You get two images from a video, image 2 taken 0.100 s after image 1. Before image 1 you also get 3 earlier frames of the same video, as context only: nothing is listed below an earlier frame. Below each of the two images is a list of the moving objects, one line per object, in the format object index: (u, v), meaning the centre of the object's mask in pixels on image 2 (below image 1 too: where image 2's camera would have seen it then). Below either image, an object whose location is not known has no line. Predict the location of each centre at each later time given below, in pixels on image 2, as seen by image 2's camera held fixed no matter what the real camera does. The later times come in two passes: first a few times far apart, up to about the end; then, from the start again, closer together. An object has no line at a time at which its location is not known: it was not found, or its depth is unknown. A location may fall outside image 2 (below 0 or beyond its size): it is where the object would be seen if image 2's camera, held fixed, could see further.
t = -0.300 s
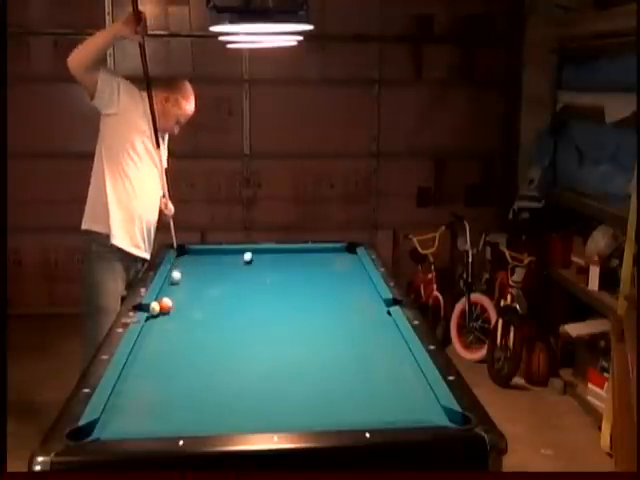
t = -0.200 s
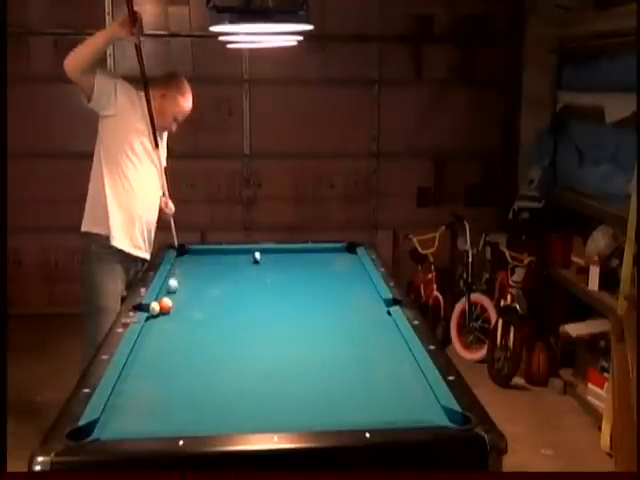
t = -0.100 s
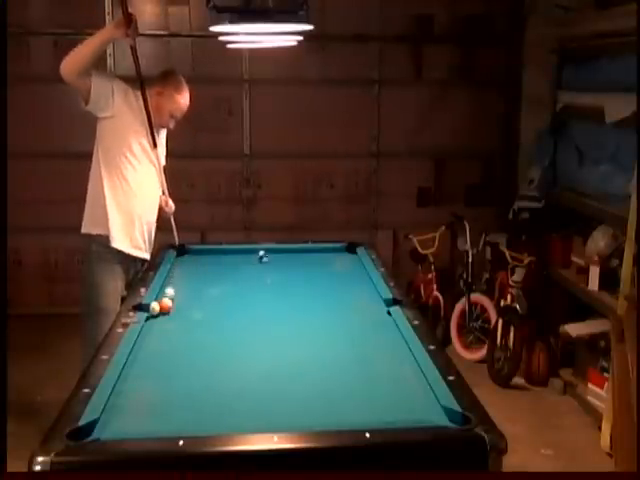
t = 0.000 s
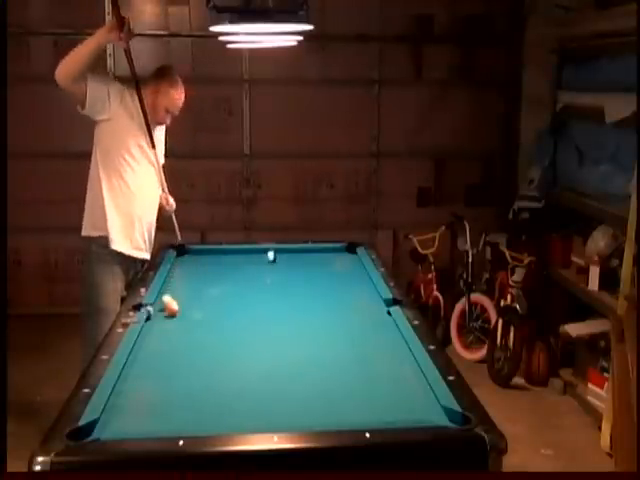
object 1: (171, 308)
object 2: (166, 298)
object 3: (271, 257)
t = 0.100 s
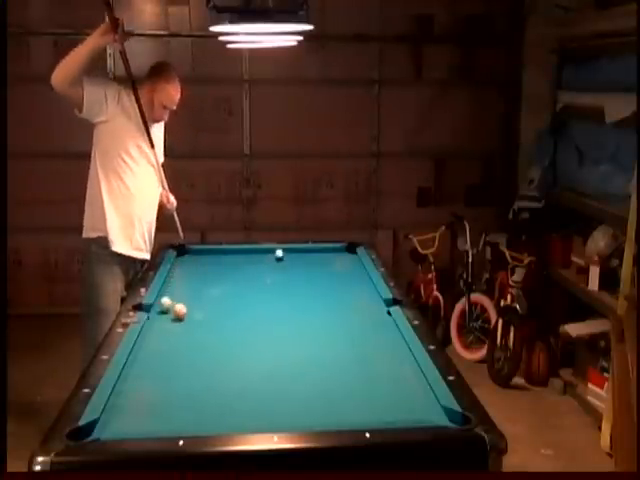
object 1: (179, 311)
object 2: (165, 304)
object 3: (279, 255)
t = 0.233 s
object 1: (191, 316)
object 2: (164, 307)
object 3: (287, 255)
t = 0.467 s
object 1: (210, 324)
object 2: (161, 313)
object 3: (301, 253)
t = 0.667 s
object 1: (228, 330)
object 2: (160, 317)
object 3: (312, 252)
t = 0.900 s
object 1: (249, 338)
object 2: (158, 323)
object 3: (325, 251)
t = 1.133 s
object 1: (269, 347)
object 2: (156, 329)
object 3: (337, 250)
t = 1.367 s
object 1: (292, 355)
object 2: (155, 334)
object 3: (347, 250)
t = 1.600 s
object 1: (314, 364)
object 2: (153, 339)
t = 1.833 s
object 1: (336, 372)
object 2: (151, 344)
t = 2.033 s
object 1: (356, 380)
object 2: (150, 348)
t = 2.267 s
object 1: (379, 389)
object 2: (148, 352)
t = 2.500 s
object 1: (402, 398)
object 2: (146, 355)
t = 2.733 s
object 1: (425, 406)
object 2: (145, 358)
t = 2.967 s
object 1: (447, 413)
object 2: (143, 361)
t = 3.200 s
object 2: (141, 364)
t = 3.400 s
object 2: (140, 365)
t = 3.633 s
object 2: (138, 366)
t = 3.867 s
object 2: (137, 367)
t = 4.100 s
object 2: (136, 368)
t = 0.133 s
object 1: (183, 313)
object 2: (165, 304)
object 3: (281, 255)
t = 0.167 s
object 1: (185, 314)
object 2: (164, 305)
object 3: (284, 255)
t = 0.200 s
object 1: (188, 315)
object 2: (164, 306)
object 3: (285, 255)
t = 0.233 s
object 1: (191, 316)
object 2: (164, 307)
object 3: (287, 255)
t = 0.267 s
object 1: (193, 317)
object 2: (163, 308)
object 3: (289, 254)
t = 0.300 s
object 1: (196, 318)
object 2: (163, 309)
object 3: (291, 254)
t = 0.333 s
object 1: (199, 319)
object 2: (163, 309)
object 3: (293, 254)
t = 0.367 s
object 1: (201, 320)
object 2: (162, 311)
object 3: (295, 255)
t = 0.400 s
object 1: (204, 321)
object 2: (162, 311)
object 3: (296, 254)
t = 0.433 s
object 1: (208, 323)
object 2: (162, 312)
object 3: (298, 254)
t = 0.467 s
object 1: (210, 324)
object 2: (161, 313)
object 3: (301, 253)
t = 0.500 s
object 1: (213, 325)
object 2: (161, 313)
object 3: (303, 252)
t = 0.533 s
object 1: (216, 326)
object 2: (161, 314)
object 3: (306, 252)
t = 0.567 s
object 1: (219, 327)
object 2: (160, 315)
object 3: (308, 252)
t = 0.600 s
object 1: (222, 328)
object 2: (160, 316)
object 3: (310, 252)
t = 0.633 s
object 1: (225, 329)
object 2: (160, 317)
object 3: (311, 253)
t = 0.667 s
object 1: (228, 330)
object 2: (160, 317)
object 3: (312, 252)
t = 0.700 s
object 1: (231, 332)
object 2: (159, 318)
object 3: (314, 252)
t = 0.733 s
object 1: (234, 333)
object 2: (159, 319)
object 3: (316, 251)
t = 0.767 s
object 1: (237, 334)
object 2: (159, 320)
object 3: (319, 251)
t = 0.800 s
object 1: (240, 335)
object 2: (158, 321)
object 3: (320, 252)
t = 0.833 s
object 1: (243, 336)
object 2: (158, 322)
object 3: (321, 252)
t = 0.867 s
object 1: (246, 338)
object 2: (158, 322)
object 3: (323, 252)
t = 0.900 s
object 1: (249, 338)
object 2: (158, 323)
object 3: (325, 251)
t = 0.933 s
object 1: (252, 340)
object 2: (157, 324)
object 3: (327, 250)
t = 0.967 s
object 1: (254, 341)
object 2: (157, 325)
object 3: (329, 250)
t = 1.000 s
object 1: (257, 342)
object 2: (157, 326)
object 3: (331, 250)
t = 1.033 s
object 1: (261, 343)
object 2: (157, 326)
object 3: (333, 249)
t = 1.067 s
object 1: (263, 345)
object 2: (157, 327)
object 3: (335, 250)
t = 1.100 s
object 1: (267, 346)
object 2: (157, 328)
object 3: (336, 250)
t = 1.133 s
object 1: (269, 347)
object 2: (156, 329)
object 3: (337, 250)
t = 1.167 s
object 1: (273, 348)
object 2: (156, 329)
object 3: (338, 250)
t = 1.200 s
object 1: (276, 349)
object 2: (156, 330)
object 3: (339, 249)
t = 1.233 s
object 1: (279, 350)
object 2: (156, 331)
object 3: (341, 248)
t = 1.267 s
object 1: (282, 351)
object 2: (156, 332)
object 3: (343, 248)
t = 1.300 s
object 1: (285, 353)
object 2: (155, 333)
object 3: (345, 248)
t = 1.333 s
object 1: (288, 354)
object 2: (155, 333)
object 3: (346, 248)
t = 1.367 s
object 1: (292, 355)
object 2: (155, 334)
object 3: (347, 250)
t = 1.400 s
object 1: (294, 357)
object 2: (155, 335)
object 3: (349, 249)
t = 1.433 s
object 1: (297, 357)
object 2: (154, 335)
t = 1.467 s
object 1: (301, 359)
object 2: (154, 336)
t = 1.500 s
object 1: (304, 360)
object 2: (154, 337)
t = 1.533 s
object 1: (307, 361)
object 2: (154, 338)
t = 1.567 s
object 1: (311, 363)
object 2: (153, 338)
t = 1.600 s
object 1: (314, 364)
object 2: (153, 339)
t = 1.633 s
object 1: (317, 365)
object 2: (153, 340)
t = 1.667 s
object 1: (320, 366)
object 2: (153, 341)
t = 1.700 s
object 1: (323, 368)
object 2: (152, 341)
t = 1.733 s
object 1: (326, 369)
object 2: (152, 342)
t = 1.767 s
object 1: (329, 370)
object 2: (152, 343)
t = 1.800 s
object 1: (333, 371)
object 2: (151, 343)
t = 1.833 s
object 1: (336, 372)
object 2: (151, 344)
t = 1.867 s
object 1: (339, 373)
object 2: (151, 345)
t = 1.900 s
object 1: (342, 375)
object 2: (151, 345)
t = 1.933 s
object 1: (346, 376)
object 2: (151, 346)
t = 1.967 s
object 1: (349, 377)
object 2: (150, 347)
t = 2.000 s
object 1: (352, 379)
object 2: (150, 347)
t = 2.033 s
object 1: (356, 380)
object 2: (150, 348)
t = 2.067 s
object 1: (359, 381)
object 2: (149, 348)
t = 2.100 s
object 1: (362, 382)
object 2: (149, 349)
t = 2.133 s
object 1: (366, 384)
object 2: (149, 350)
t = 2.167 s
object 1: (369, 385)
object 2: (148, 350)
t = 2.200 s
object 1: (372, 386)
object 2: (148, 350)
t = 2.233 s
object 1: (376, 387)
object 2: (148, 351)
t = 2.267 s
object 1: (379, 389)
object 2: (148, 352)
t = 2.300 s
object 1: (382, 390)
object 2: (148, 352)
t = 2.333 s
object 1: (386, 392)
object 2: (148, 353)
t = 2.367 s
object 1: (389, 393)
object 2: (147, 353)
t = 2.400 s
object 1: (392, 394)
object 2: (147, 354)
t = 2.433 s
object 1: (396, 396)
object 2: (147, 354)
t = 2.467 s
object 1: (399, 397)
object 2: (146, 355)
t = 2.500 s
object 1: (402, 398)
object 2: (146, 355)
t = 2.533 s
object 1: (406, 399)
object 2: (146, 356)
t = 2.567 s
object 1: (409, 401)
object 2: (146, 356)
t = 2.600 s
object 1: (412, 402)
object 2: (146, 356)
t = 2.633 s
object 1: (416, 403)
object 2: (146, 357)
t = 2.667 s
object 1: (419, 404)
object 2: (145, 357)
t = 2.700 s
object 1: (422, 405)
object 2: (145, 358)
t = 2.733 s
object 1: (425, 406)
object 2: (145, 358)
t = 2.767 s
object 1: (428, 407)
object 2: (145, 359)
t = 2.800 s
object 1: (432, 409)
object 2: (144, 359)
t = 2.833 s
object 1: (435, 410)
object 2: (144, 360)
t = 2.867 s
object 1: (439, 411)
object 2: (144, 360)
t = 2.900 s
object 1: (441, 412)
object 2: (144, 360)
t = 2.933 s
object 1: (444, 413)
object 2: (143, 361)
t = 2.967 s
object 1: (447, 413)
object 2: (143, 361)
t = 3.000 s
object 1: (450, 415)
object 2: (142, 362)
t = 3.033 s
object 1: (454, 418)
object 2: (142, 362)
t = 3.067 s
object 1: (456, 423)
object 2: (142, 362)
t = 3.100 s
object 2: (142, 363)
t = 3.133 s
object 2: (141, 363)
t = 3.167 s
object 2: (141, 364)
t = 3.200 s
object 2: (141, 364)
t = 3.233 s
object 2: (141, 364)
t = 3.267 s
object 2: (141, 365)
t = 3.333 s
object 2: (140, 365)
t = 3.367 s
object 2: (140, 365)
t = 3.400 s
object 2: (140, 365)
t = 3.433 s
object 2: (140, 365)
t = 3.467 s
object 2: (139, 366)
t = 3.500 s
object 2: (139, 366)
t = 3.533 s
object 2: (139, 366)
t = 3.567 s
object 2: (139, 366)
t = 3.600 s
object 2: (139, 366)
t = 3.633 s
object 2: (138, 366)
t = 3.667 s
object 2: (138, 367)
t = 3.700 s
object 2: (138, 367)
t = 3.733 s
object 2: (138, 367)
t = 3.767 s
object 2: (138, 367)
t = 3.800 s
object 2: (137, 367)
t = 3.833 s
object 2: (137, 367)
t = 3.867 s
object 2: (137, 367)
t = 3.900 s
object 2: (137, 367)
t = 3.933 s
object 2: (137, 367)
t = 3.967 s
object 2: (136, 368)
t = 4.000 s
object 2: (136, 367)
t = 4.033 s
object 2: (136, 368)
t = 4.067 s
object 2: (136, 368)
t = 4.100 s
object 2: (136, 368)
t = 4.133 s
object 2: (136, 368)
